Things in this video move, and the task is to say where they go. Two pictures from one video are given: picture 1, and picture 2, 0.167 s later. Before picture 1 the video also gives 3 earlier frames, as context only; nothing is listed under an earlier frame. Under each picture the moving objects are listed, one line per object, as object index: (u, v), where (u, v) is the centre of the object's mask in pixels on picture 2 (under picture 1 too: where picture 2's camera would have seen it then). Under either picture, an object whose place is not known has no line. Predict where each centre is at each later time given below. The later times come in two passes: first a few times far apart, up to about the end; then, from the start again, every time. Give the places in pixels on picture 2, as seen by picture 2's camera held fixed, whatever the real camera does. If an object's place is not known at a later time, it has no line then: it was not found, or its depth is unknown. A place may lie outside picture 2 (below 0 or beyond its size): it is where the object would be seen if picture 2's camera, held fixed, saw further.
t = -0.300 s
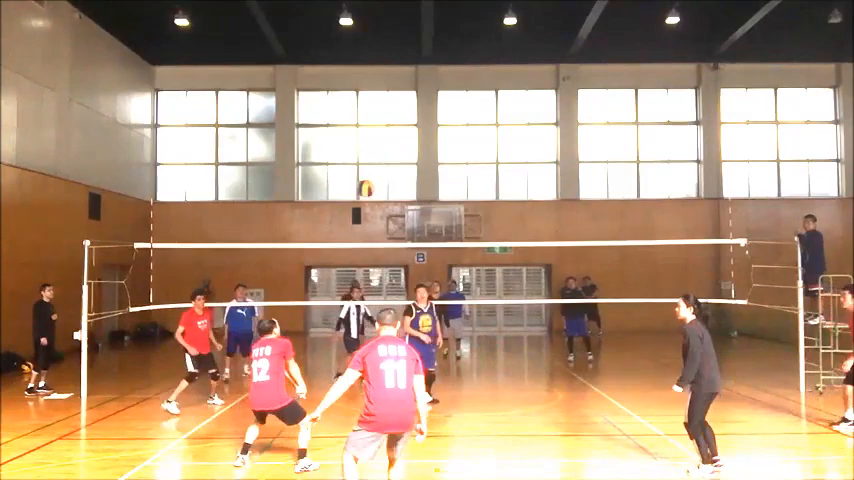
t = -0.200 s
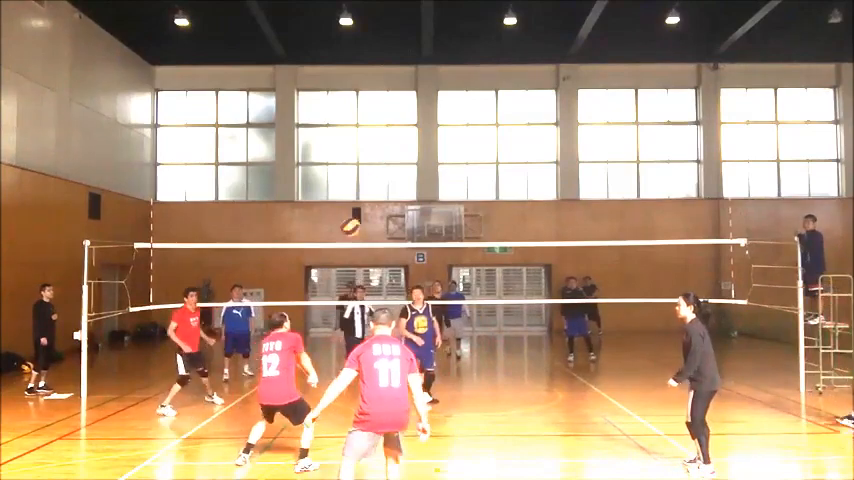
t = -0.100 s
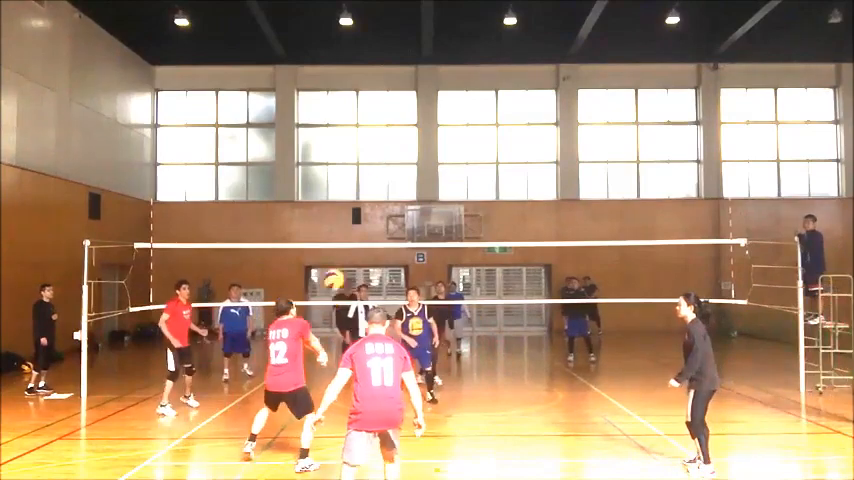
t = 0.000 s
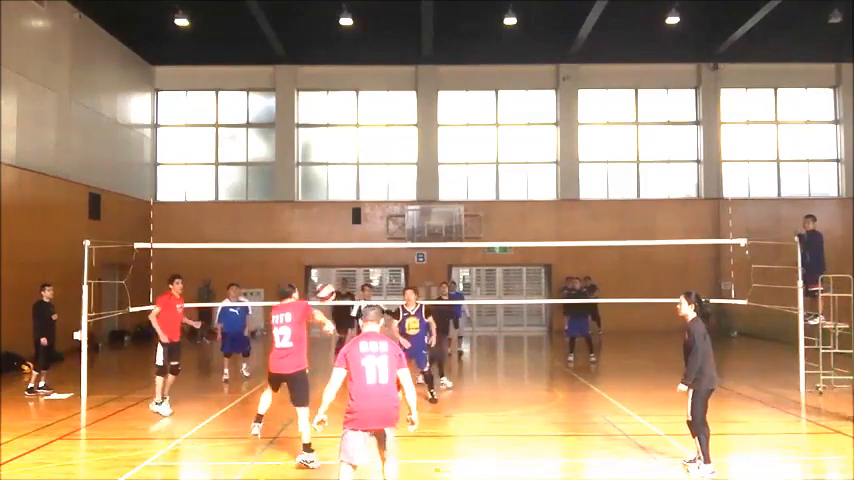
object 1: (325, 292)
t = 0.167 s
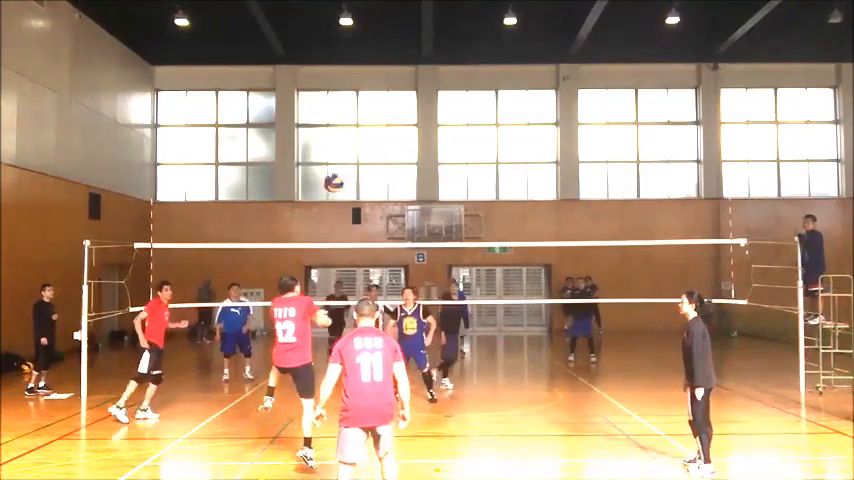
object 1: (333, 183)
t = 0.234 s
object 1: (336, 147)
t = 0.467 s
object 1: (350, 63)
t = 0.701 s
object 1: (362, 32)
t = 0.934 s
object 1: (374, 46)
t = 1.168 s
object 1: (385, 103)
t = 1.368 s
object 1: (393, 183)
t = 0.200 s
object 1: (335, 165)
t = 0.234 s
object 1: (336, 147)
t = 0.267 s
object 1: (339, 132)
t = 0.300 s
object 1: (341, 117)
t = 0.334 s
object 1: (342, 104)
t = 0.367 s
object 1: (345, 92)
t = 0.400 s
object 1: (345, 82)
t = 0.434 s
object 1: (347, 71)
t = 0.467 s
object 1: (350, 63)
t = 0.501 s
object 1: (351, 56)
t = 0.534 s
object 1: (353, 50)
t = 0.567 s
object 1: (354, 44)
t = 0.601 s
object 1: (357, 39)
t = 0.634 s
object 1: (358, 36)
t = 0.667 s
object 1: (360, 33)
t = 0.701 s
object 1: (362, 32)
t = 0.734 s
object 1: (363, 31)
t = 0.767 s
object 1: (365, 31)
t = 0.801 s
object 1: (368, 32)
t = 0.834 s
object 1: (369, 34)
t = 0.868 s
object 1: (371, 38)
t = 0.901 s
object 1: (372, 41)
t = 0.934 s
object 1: (374, 46)
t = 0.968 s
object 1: (376, 52)
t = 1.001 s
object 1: (377, 58)
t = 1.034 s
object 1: (379, 65)
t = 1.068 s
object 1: (381, 75)
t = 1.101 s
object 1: (381, 83)
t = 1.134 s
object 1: (383, 92)
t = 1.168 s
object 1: (385, 103)
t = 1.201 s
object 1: (387, 116)
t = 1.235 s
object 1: (388, 126)
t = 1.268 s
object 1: (389, 140)
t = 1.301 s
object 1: (391, 154)
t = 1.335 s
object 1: (392, 168)
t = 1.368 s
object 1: (393, 183)
